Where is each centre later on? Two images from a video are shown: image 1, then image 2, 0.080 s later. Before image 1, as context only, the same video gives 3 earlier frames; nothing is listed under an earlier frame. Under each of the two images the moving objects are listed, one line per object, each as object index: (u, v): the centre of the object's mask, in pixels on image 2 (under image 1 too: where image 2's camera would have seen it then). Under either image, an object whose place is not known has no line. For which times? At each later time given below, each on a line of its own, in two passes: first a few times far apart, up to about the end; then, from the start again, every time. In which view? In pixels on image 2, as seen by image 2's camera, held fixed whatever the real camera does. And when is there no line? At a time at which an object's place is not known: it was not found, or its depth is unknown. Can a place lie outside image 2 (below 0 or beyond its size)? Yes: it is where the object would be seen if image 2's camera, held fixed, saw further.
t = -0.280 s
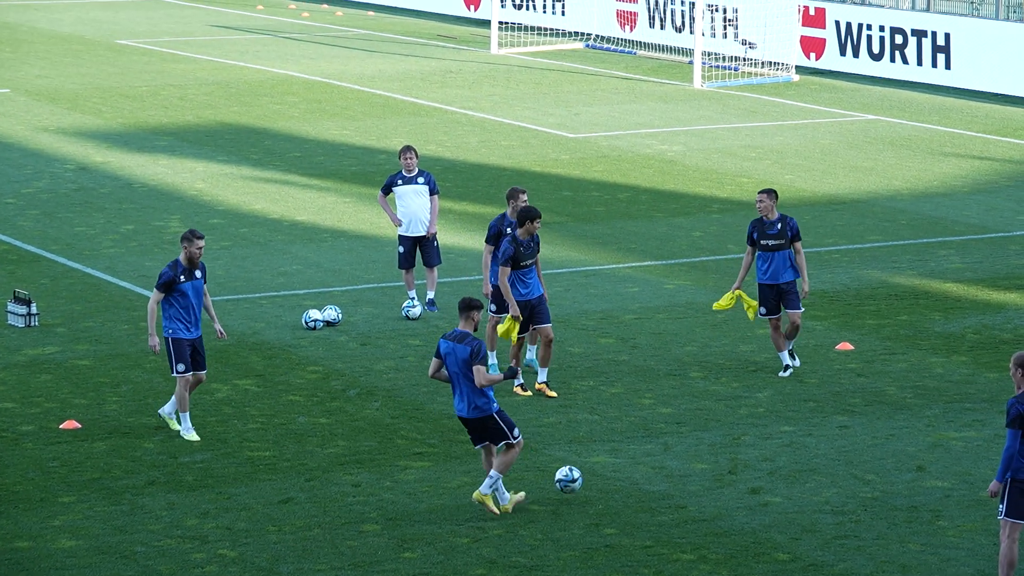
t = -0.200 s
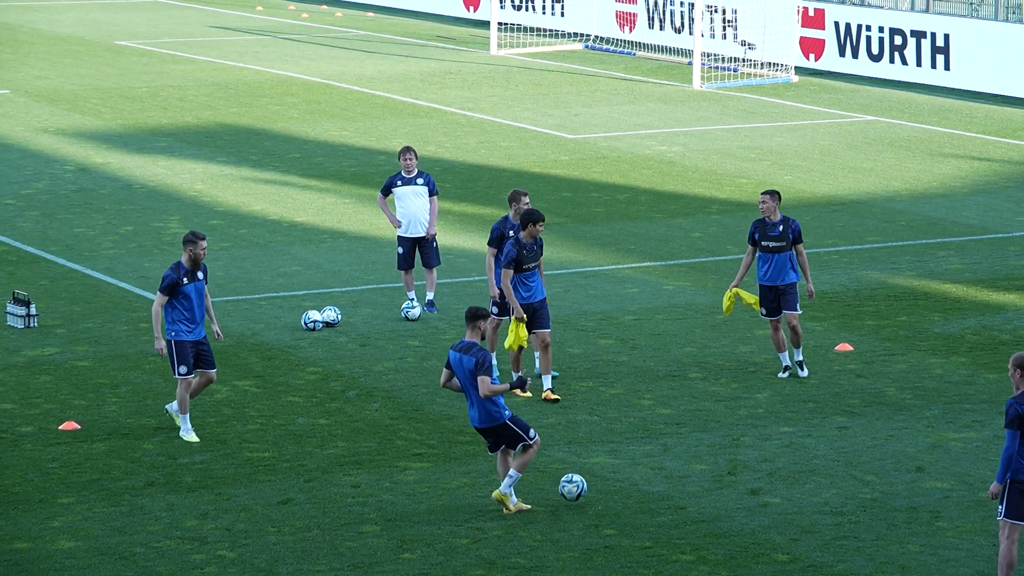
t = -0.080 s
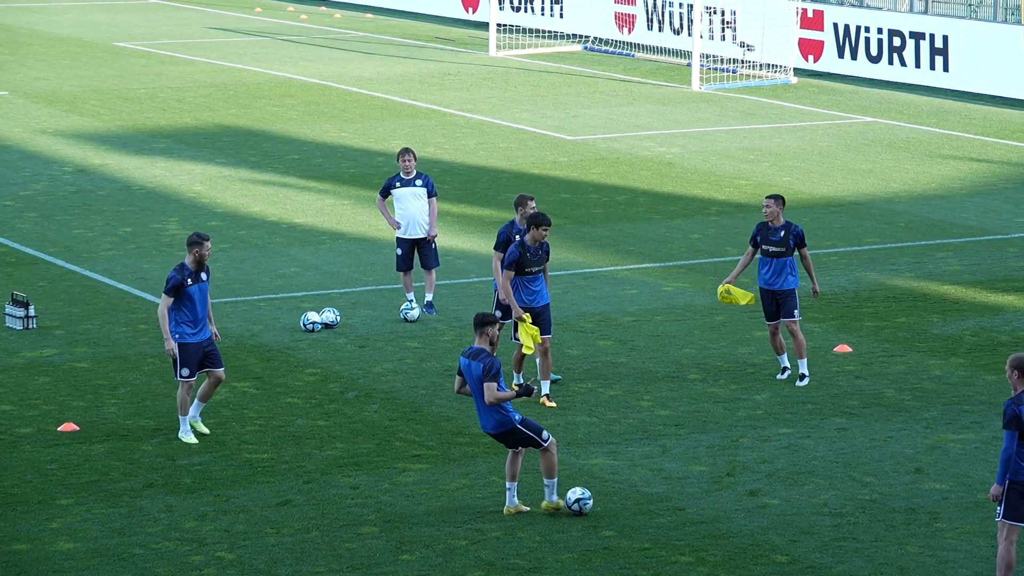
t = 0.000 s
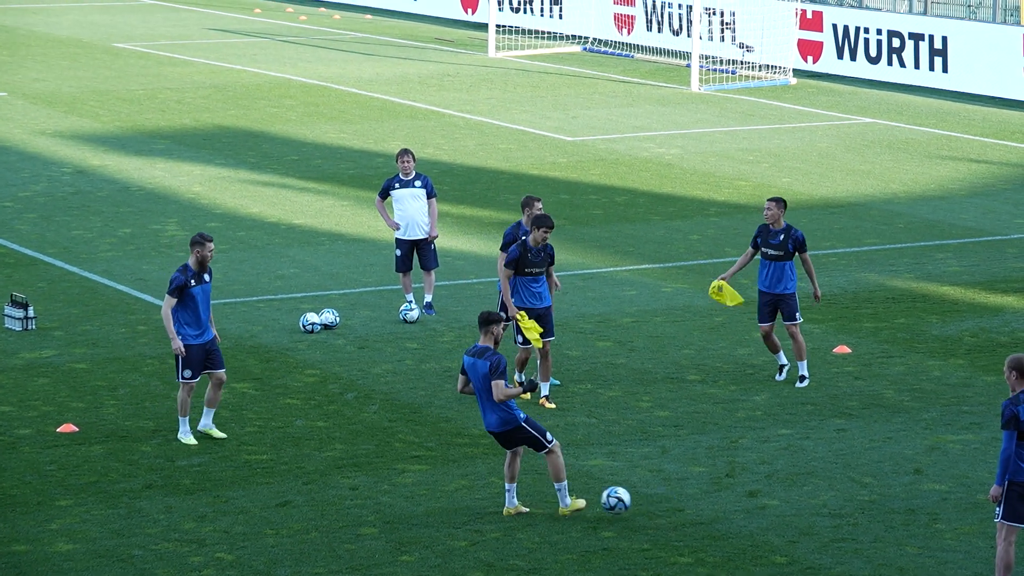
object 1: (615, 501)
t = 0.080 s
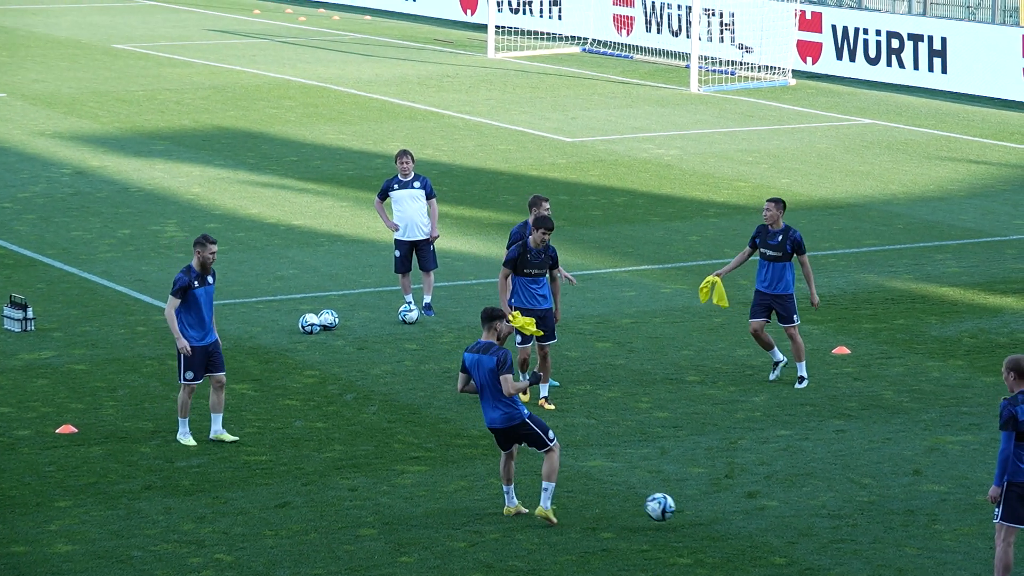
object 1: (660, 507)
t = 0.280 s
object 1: (754, 527)
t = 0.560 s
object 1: (849, 549)
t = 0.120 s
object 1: (682, 513)
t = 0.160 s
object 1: (705, 521)
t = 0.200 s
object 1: (727, 529)
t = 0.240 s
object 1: (741, 528)
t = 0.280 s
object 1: (754, 527)
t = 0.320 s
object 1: (767, 530)
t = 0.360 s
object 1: (781, 534)
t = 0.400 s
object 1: (795, 540)
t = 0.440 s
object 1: (808, 543)
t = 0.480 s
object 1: (822, 543)
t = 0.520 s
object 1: (835, 546)
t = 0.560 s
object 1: (849, 549)
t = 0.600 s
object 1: (863, 552)
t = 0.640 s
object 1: (876, 554)
